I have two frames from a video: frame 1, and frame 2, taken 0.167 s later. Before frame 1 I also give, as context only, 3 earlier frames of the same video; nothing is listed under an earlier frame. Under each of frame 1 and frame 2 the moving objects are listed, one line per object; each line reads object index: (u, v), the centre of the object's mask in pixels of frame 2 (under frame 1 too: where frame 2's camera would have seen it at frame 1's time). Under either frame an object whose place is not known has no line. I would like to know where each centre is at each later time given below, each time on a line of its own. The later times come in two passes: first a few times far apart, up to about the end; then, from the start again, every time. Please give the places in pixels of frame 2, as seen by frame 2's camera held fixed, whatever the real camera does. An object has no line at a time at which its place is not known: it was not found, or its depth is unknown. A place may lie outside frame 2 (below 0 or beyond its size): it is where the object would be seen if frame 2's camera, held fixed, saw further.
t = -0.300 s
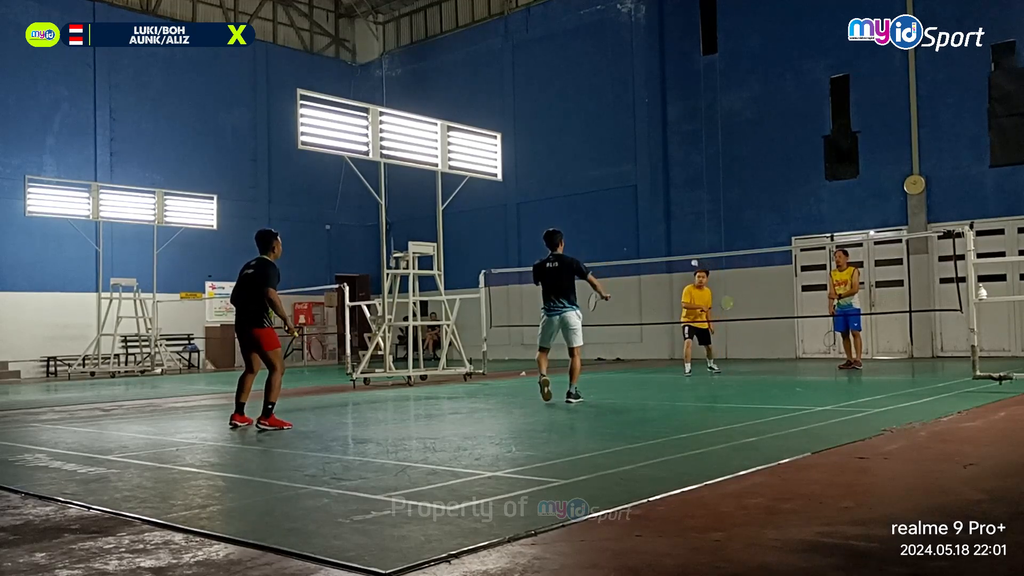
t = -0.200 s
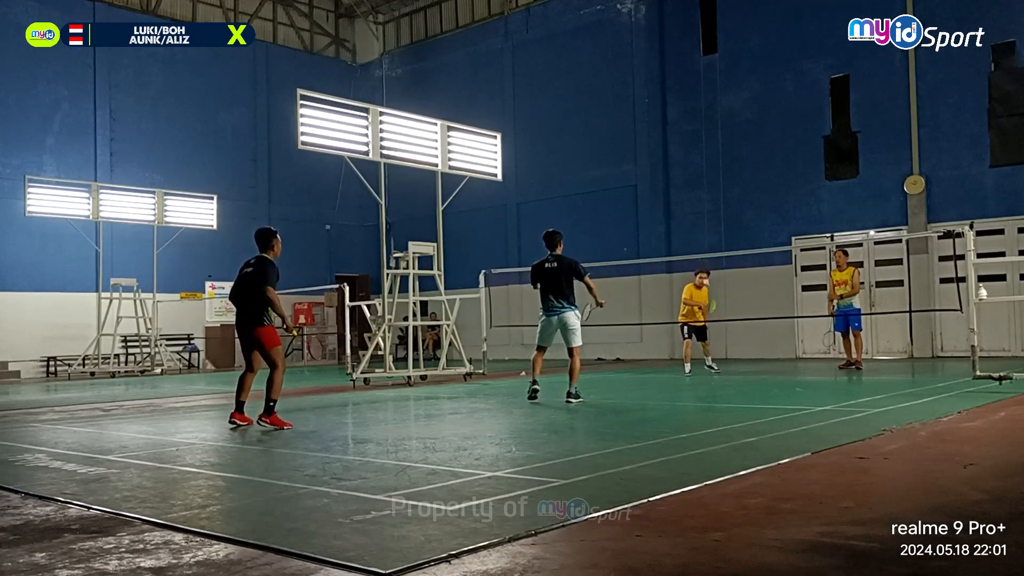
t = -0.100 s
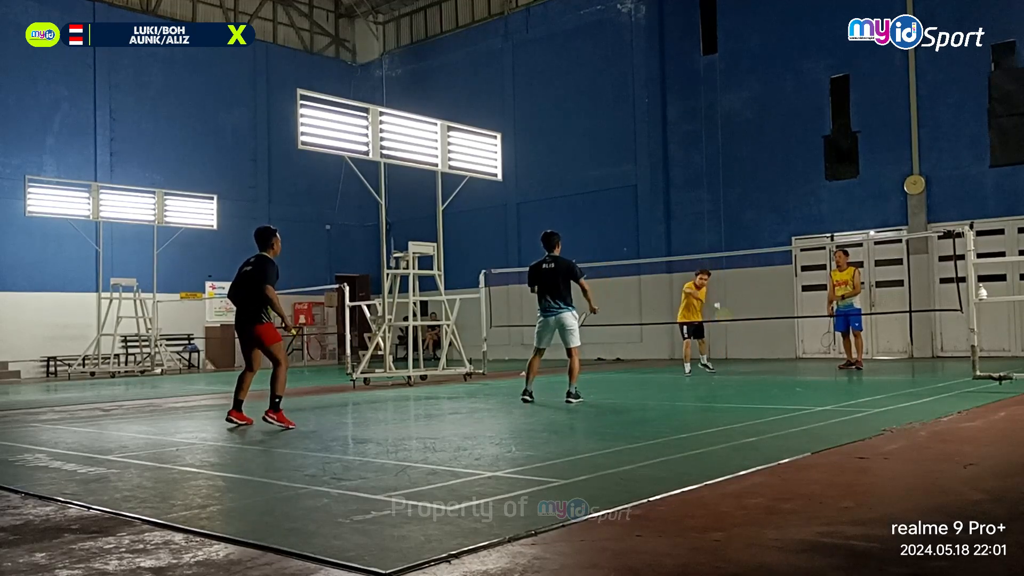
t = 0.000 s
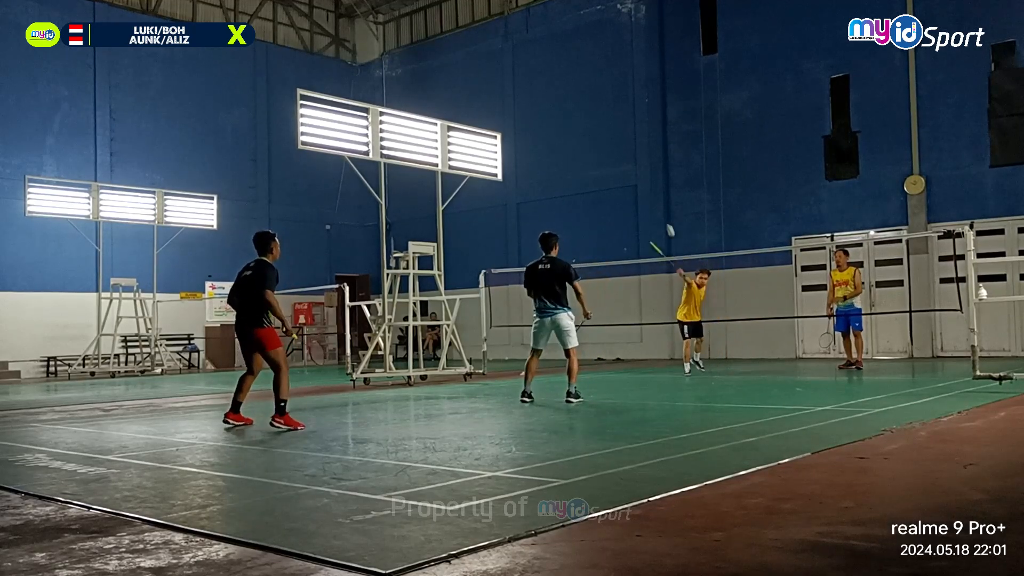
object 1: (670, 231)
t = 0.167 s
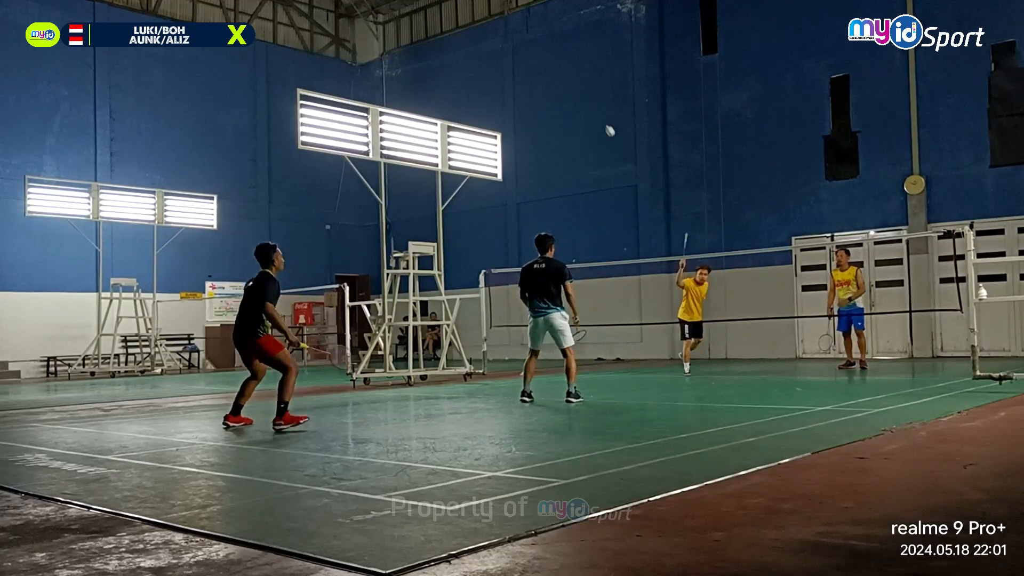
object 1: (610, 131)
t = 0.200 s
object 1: (599, 116)
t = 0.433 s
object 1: (530, 47)
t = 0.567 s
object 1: (492, 36)
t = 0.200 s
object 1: (599, 116)
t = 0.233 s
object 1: (589, 103)
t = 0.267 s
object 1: (579, 90)
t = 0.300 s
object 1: (569, 79)
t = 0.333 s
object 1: (558, 69)
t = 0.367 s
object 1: (549, 60)
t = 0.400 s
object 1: (539, 53)
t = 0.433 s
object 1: (530, 47)
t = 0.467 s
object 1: (520, 42)
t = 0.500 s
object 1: (511, 39)
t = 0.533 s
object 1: (502, 37)
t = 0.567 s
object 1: (492, 36)
